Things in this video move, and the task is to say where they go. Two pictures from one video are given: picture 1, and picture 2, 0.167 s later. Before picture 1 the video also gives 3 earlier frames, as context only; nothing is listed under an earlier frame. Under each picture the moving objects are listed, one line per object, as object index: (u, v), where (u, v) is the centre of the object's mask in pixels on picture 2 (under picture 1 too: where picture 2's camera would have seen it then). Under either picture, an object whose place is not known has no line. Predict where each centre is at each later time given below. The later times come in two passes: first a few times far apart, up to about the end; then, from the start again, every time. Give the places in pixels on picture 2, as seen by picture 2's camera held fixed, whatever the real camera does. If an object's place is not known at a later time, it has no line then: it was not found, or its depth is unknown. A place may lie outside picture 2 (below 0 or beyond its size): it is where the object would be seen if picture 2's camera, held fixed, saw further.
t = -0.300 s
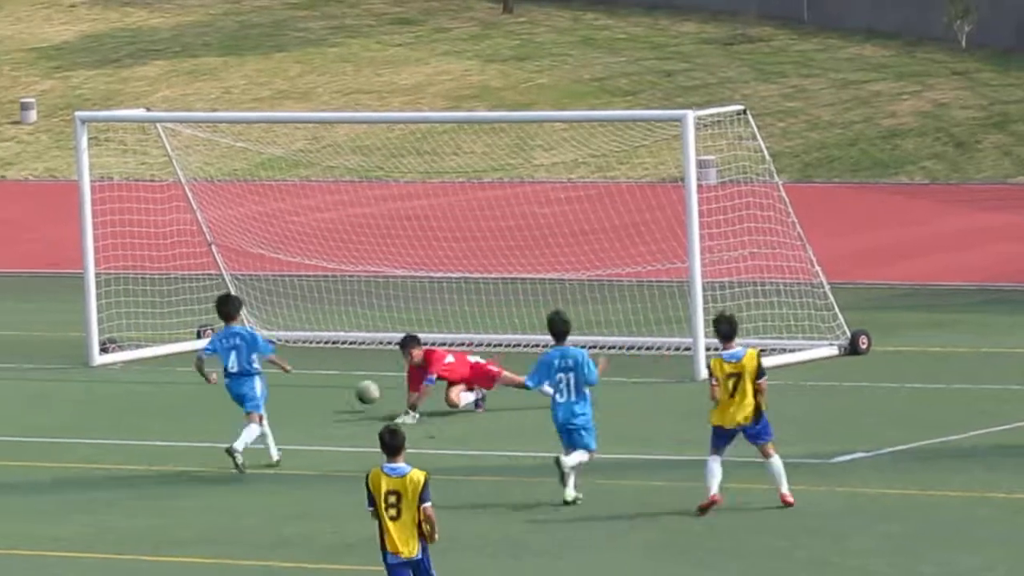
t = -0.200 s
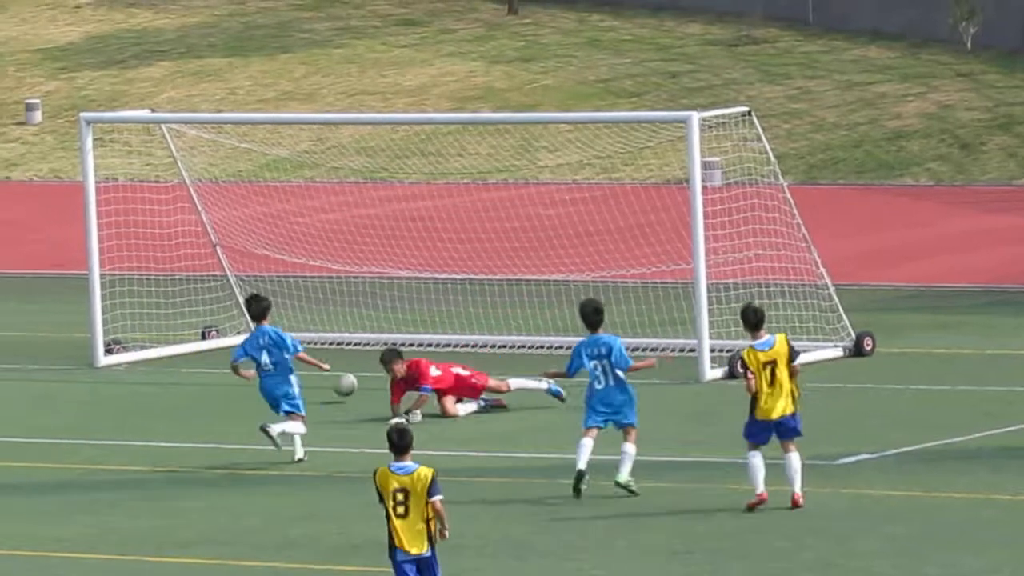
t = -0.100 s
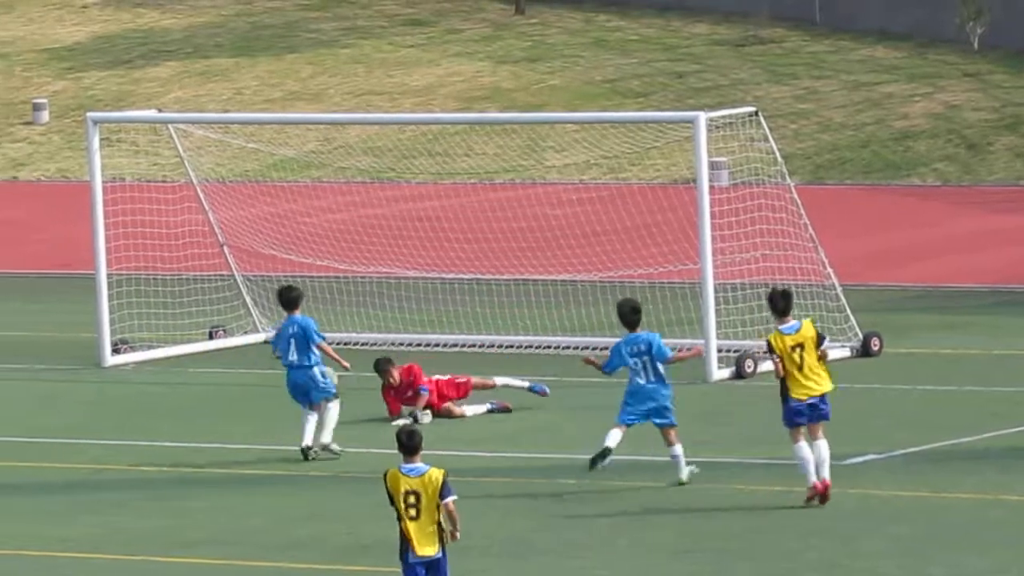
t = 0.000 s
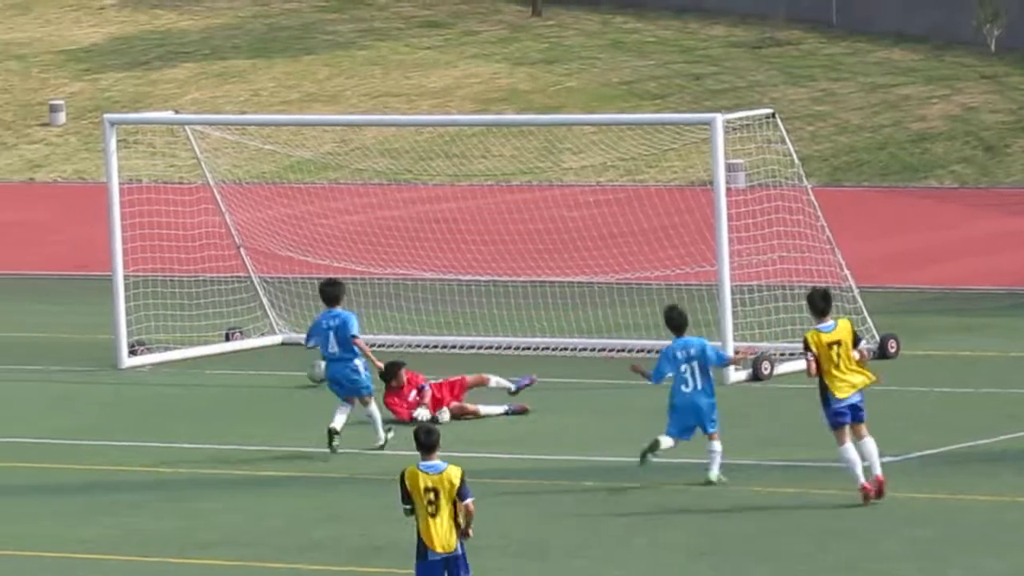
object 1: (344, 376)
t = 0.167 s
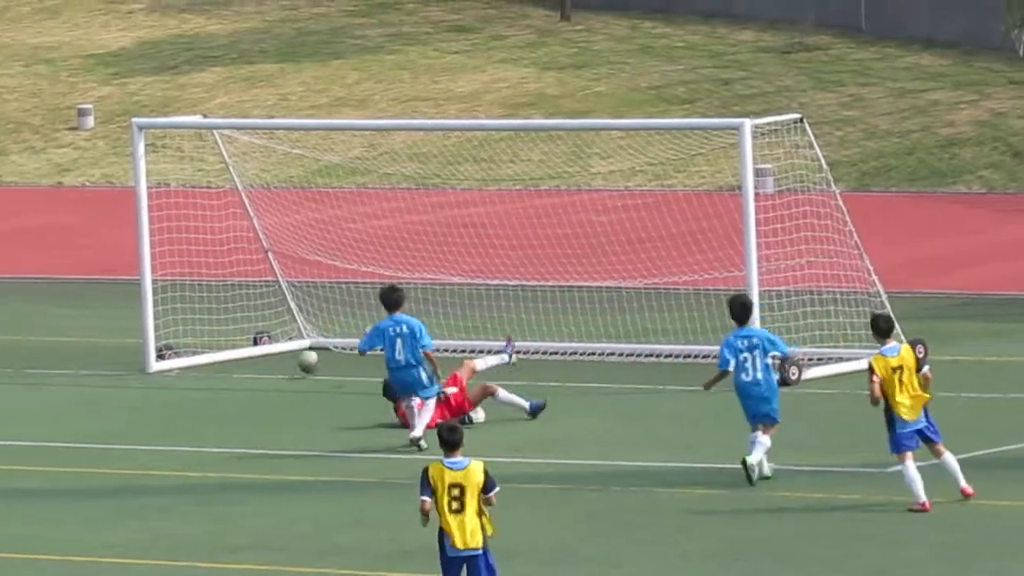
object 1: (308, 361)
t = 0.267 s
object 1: (288, 357)
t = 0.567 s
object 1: (265, 282)
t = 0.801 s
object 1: (220, 308)
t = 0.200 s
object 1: (302, 362)
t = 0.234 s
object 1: (294, 361)
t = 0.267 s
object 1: (288, 357)
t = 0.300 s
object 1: (281, 353)
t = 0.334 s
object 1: (274, 351)
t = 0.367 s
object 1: (268, 350)
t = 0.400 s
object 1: (261, 350)
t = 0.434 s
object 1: (254, 347)
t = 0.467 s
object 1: (256, 326)
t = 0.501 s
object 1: (264, 304)
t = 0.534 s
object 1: (270, 285)
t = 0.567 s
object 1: (265, 282)
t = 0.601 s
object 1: (258, 282)
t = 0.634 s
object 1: (252, 284)
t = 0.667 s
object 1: (246, 287)
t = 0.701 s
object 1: (239, 290)
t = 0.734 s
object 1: (233, 295)
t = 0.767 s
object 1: (226, 301)
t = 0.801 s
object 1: (220, 308)
